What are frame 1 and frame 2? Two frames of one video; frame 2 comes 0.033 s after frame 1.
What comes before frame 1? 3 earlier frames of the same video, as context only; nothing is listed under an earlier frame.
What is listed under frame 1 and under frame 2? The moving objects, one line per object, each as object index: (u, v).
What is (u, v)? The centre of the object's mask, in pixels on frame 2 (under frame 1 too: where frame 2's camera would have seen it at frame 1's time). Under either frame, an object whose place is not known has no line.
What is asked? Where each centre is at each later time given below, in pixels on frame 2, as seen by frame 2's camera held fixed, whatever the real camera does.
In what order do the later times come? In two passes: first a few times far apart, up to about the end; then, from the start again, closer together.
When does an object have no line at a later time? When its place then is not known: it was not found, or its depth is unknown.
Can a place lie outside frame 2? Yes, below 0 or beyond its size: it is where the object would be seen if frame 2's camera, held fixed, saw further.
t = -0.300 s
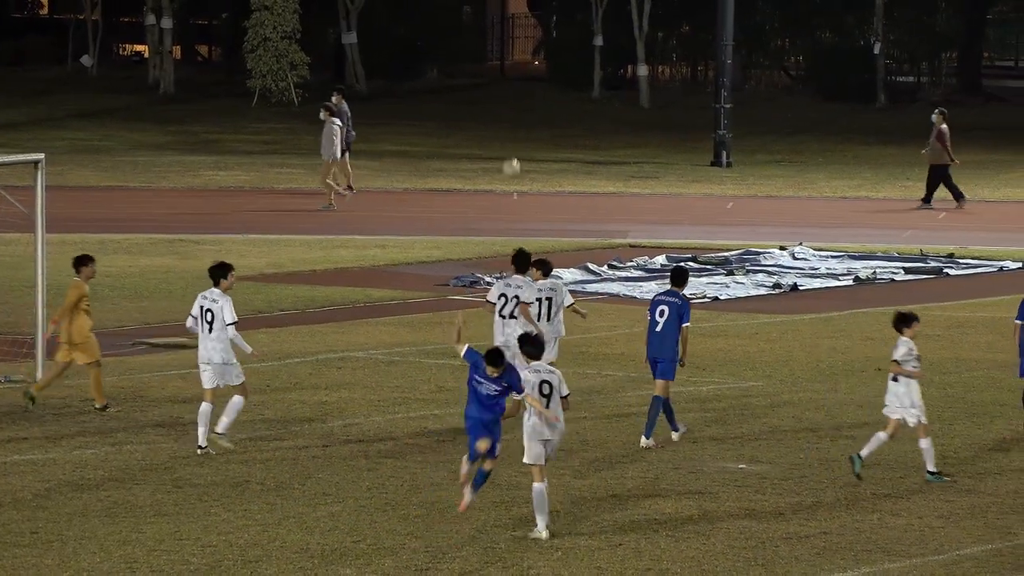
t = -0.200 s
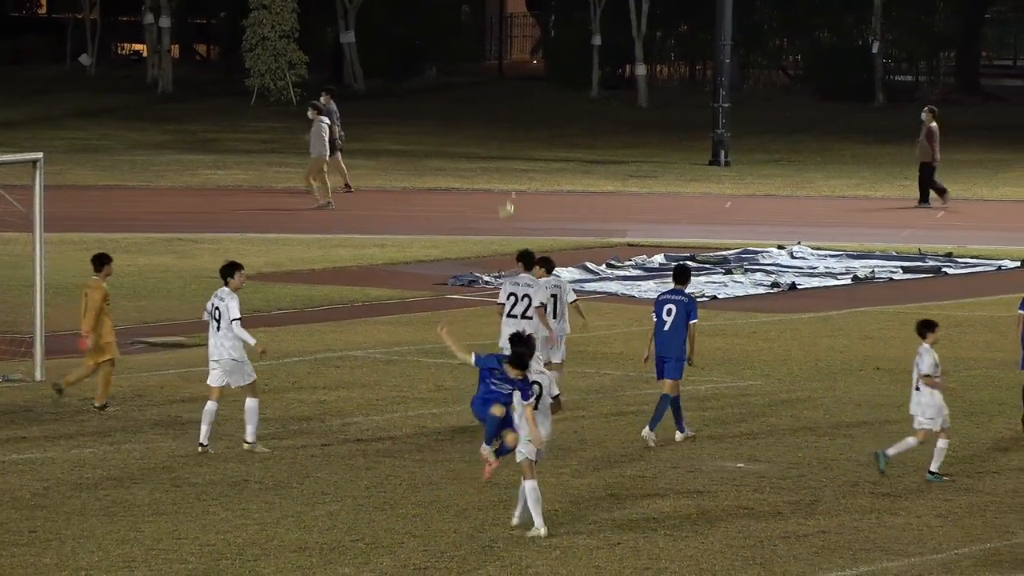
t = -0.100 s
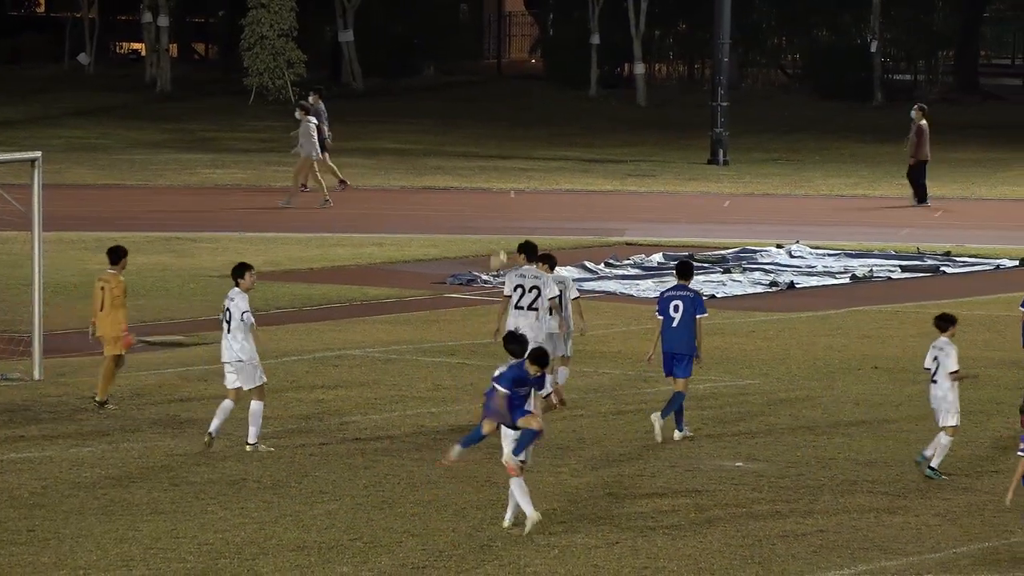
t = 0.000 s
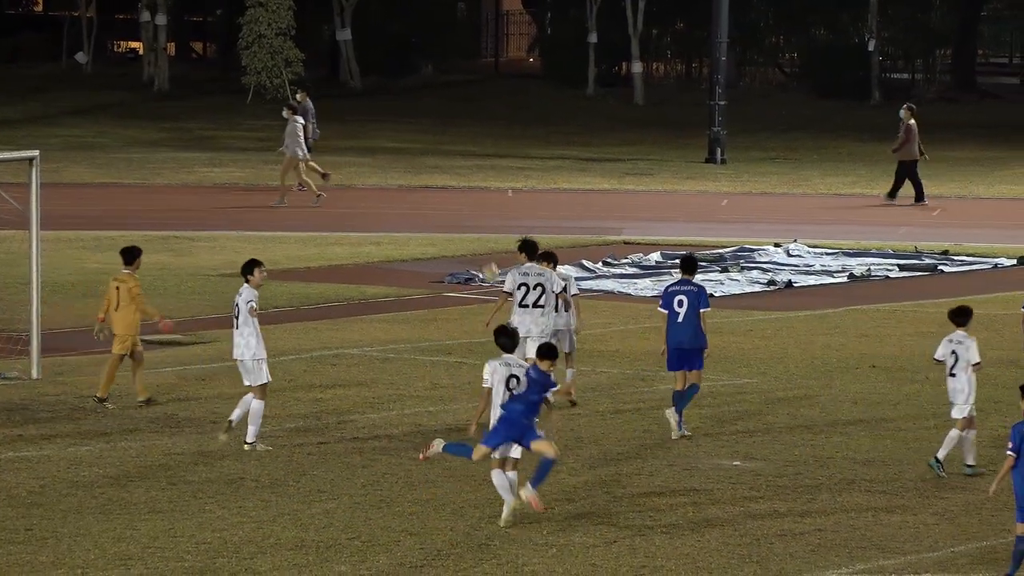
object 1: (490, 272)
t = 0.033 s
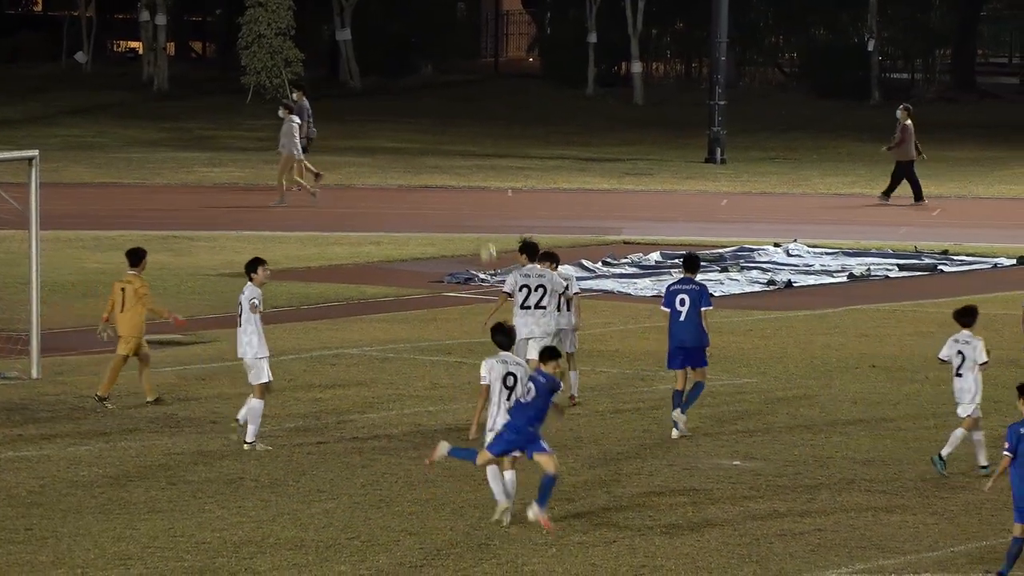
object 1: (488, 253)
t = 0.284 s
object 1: (474, 154)
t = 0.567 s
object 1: (459, 107)
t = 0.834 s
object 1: (445, 121)
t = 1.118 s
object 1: (431, 194)
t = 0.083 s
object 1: (485, 230)
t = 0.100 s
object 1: (484, 222)
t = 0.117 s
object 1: (483, 213)
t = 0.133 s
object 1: (483, 208)
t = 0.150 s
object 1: (481, 201)
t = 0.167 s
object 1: (481, 194)
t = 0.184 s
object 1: (480, 186)
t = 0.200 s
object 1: (479, 179)
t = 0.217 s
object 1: (478, 176)
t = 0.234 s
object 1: (477, 168)
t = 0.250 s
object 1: (476, 164)
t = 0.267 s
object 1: (475, 158)
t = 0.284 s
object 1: (474, 154)
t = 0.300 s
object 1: (473, 149)
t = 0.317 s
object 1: (472, 145)
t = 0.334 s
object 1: (471, 141)
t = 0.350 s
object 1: (470, 137)
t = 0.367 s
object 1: (469, 134)
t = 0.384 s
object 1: (469, 130)
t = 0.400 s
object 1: (468, 127)
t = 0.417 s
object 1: (467, 123)
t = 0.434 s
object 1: (466, 121)
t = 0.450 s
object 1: (465, 118)
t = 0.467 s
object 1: (464, 116)
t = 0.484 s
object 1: (463, 114)
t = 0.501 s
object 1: (462, 112)
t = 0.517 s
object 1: (461, 110)
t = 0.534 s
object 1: (461, 109)
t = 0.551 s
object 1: (460, 108)
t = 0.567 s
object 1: (459, 107)
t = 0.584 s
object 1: (458, 106)
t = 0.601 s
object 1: (457, 106)
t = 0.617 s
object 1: (456, 106)
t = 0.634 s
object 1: (455, 105)
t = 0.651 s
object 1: (454, 105)
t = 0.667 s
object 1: (454, 106)
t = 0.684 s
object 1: (453, 106)
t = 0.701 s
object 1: (452, 107)
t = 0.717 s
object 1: (451, 108)
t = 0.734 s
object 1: (450, 109)
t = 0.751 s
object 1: (449, 111)
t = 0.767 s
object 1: (448, 112)
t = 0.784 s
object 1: (448, 114)
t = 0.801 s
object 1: (447, 116)
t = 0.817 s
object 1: (446, 119)
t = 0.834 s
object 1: (445, 121)
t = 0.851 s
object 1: (444, 124)
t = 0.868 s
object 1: (443, 127)
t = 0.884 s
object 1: (443, 129)
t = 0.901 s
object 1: (442, 132)
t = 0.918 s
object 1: (441, 137)
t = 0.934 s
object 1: (440, 140)
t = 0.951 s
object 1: (439, 144)
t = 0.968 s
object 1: (438, 148)
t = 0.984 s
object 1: (438, 152)
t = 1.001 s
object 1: (437, 156)
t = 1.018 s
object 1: (436, 160)
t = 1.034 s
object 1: (435, 165)
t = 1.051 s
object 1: (435, 171)
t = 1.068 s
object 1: (434, 177)
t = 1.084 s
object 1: (433, 182)
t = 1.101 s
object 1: (432, 189)
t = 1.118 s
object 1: (431, 194)
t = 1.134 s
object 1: (430, 200)
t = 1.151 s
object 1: (430, 207)
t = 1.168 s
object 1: (429, 213)
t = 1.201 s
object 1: (428, 226)
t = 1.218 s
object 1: (429, 230)
